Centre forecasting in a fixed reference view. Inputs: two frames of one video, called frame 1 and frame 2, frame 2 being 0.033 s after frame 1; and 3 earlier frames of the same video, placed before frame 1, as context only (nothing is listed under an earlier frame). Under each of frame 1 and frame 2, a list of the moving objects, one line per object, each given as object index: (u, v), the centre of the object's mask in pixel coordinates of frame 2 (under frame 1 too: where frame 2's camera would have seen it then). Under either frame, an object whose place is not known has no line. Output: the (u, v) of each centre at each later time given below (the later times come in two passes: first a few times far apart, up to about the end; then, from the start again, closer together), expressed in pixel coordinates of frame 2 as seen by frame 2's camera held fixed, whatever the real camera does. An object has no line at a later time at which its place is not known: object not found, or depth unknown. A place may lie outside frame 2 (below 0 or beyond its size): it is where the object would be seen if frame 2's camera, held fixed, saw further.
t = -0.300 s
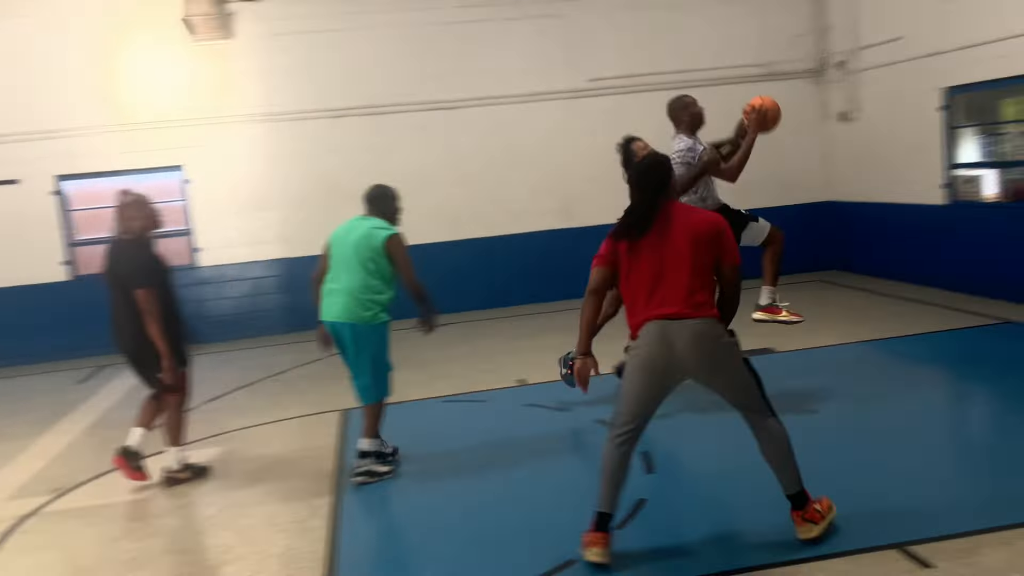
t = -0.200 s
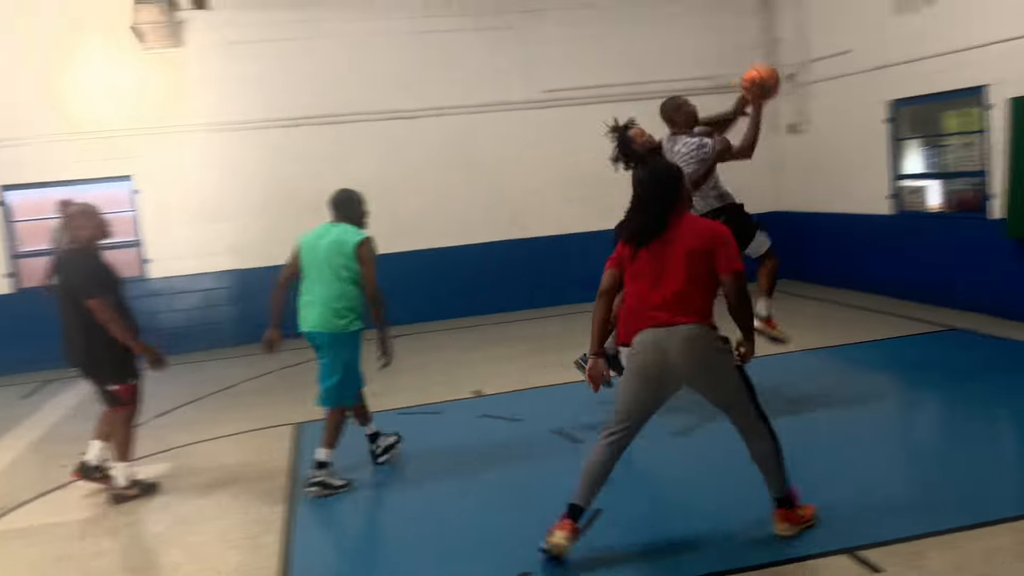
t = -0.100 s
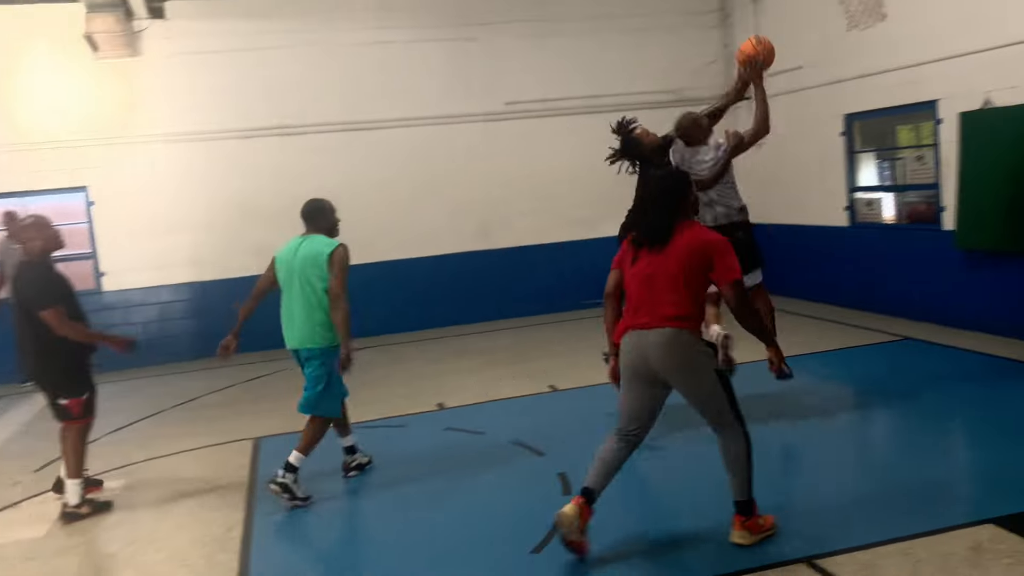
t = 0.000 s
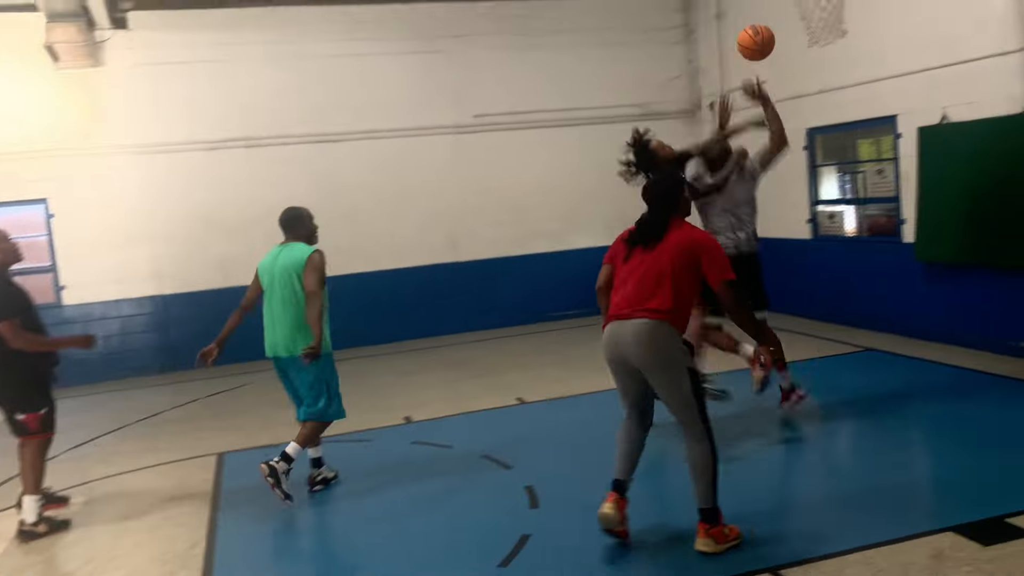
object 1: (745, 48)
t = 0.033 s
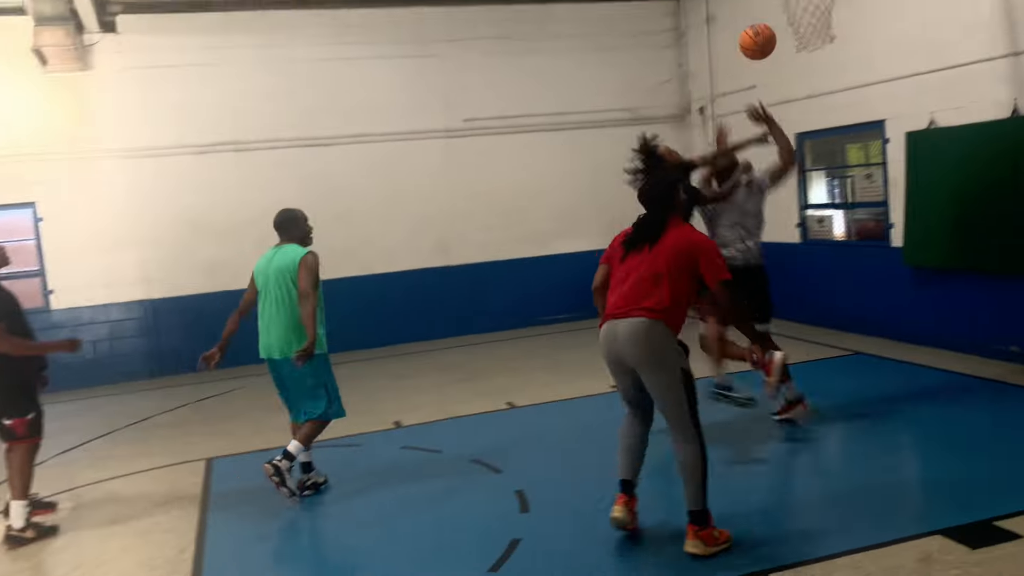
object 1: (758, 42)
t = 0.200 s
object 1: (815, 37)
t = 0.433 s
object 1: (889, 95)
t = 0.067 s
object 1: (770, 37)
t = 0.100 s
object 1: (782, 35)
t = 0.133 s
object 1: (793, 34)
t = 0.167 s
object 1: (806, 34)
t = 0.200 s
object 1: (815, 37)
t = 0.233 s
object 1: (826, 43)
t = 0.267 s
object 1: (836, 46)
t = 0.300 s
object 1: (847, 53)
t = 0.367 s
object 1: (868, 71)
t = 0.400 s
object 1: (878, 82)
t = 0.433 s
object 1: (889, 95)
